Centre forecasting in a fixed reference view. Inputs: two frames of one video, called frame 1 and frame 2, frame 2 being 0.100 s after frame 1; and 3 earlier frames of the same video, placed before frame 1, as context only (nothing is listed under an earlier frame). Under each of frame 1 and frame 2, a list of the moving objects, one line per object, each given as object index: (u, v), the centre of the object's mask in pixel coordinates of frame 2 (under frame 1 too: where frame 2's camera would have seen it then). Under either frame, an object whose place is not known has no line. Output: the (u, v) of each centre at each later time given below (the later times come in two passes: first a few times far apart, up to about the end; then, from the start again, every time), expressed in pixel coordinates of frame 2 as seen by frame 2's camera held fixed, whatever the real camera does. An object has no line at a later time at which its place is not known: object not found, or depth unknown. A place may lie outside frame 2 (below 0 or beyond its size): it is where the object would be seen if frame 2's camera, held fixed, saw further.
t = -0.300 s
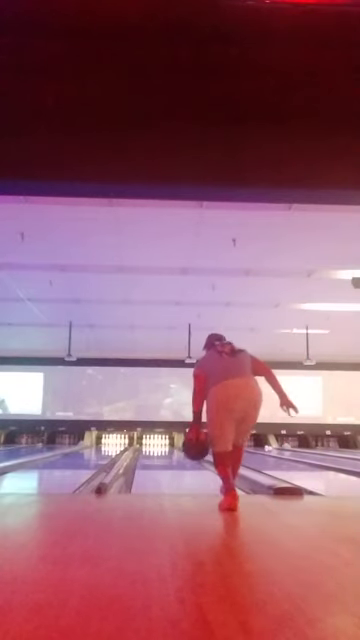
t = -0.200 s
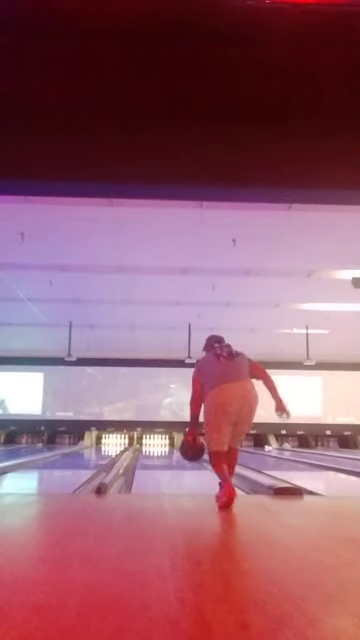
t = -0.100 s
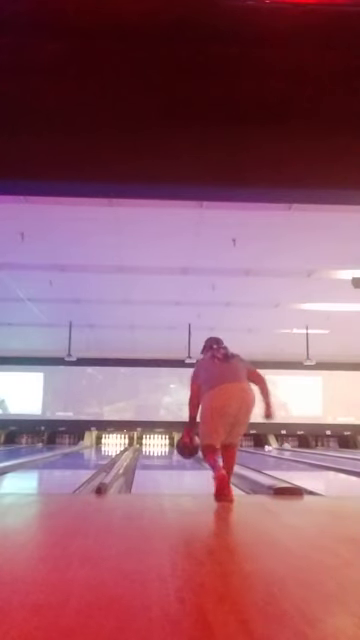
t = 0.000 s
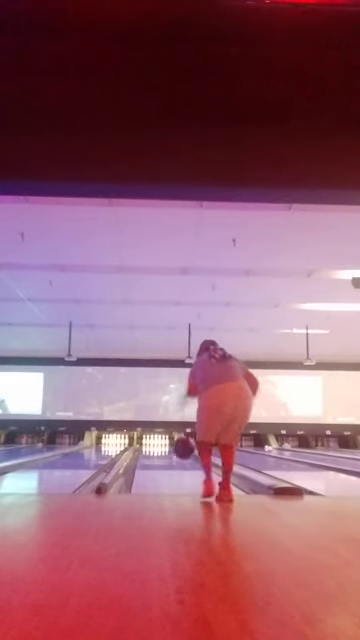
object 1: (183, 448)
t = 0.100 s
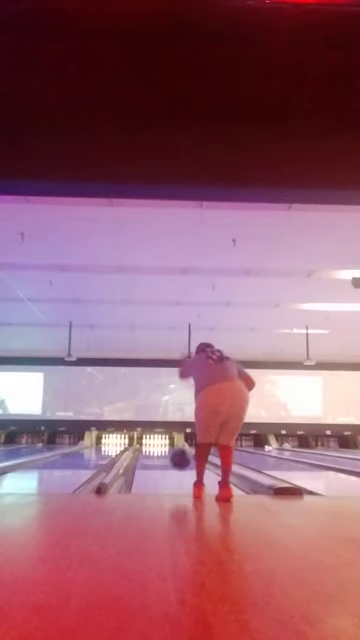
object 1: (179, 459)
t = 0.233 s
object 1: (176, 472)
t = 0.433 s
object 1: (171, 468)
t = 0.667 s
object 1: (167, 465)
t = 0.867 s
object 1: (165, 460)
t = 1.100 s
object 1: (162, 458)
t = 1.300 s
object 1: (160, 456)
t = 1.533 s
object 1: (159, 454)
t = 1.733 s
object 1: (158, 453)
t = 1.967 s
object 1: (156, 452)
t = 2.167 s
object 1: (155, 450)
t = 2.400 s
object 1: (154, 449)
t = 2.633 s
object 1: (153, 448)
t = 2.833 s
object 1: (153, 447)
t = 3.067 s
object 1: (152, 446)
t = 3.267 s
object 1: (152, 446)
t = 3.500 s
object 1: (151, 446)
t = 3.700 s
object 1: (151, 445)
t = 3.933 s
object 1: (151, 444)
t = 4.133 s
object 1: (151, 444)
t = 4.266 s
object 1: (151, 444)
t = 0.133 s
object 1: (179, 465)
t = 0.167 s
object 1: (178, 470)
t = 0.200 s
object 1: (177, 474)
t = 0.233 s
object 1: (176, 472)
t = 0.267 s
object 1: (175, 472)
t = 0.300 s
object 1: (174, 471)
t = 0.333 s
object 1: (173, 470)
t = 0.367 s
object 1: (173, 470)
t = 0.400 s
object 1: (172, 469)
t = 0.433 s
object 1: (171, 468)
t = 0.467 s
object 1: (171, 467)
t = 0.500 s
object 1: (170, 467)
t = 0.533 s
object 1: (170, 466)
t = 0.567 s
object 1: (169, 466)
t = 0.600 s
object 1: (168, 465)
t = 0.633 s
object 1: (167, 464)
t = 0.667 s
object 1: (167, 465)
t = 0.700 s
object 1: (167, 463)
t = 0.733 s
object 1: (166, 463)
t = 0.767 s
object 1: (166, 463)
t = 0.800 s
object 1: (165, 462)
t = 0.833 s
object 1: (165, 461)
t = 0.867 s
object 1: (165, 460)
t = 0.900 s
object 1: (164, 461)
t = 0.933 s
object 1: (164, 460)
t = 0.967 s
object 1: (163, 460)
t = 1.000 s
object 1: (163, 459)
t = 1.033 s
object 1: (162, 459)
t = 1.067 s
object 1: (162, 459)
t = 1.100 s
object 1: (162, 458)
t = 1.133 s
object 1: (162, 458)
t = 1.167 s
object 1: (161, 457)
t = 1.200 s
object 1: (161, 457)
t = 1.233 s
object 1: (161, 456)
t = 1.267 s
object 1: (161, 456)
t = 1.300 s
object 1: (160, 456)
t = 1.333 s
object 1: (160, 456)
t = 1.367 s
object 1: (160, 456)
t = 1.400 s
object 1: (159, 456)
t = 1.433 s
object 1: (159, 456)
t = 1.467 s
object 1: (158, 455)
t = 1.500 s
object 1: (158, 454)
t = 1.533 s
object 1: (159, 454)
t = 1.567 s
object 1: (158, 454)
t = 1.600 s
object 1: (158, 454)
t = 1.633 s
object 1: (158, 454)
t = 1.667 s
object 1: (158, 453)
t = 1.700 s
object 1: (158, 453)
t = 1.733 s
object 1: (158, 453)
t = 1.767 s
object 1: (157, 453)
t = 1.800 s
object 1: (157, 453)
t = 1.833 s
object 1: (157, 453)
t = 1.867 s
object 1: (157, 452)
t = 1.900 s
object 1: (157, 451)
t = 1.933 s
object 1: (157, 452)
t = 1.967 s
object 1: (156, 452)
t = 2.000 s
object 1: (157, 451)
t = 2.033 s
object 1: (157, 452)
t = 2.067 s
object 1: (156, 451)
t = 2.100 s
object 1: (156, 451)
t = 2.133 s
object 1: (156, 450)
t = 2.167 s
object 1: (155, 450)
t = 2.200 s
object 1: (155, 450)
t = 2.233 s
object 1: (155, 449)
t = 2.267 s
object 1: (155, 449)
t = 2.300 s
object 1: (154, 449)
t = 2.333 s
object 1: (154, 449)
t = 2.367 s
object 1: (154, 449)
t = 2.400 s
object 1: (154, 449)
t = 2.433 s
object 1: (154, 449)
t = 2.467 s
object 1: (154, 449)
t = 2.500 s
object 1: (154, 448)
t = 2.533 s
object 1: (153, 448)
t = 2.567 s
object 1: (153, 448)
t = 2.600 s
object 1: (153, 448)
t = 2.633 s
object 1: (153, 448)
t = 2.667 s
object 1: (153, 448)
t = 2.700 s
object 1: (153, 448)
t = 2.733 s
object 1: (153, 448)
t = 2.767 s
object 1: (153, 448)
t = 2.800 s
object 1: (153, 447)
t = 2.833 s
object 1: (153, 447)
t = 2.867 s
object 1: (153, 447)
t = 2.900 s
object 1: (153, 447)
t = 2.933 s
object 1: (152, 447)
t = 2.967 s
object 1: (152, 447)
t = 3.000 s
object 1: (152, 447)
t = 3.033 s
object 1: (152, 446)
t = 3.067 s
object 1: (152, 446)
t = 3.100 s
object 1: (152, 446)
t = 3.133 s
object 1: (152, 446)
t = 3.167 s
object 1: (152, 446)
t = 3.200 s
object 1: (152, 446)
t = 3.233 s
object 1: (151, 446)
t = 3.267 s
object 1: (152, 446)
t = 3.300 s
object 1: (151, 446)
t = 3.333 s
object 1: (152, 446)
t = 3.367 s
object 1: (151, 446)
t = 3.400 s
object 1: (152, 446)
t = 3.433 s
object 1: (152, 446)
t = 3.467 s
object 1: (152, 446)
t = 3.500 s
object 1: (151, 446)
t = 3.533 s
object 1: (152, 445)
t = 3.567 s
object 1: (151, 445)
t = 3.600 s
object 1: (151, 445)
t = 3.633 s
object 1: (151, 445)
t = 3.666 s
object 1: (151, 445)
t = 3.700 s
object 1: (151, 445)
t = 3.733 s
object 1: (151, 445)
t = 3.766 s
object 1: (151, 444)
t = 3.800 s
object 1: (151, 444)
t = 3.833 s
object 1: (151, 444)
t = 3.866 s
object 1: (151, 444)
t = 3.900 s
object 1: (151, 444)
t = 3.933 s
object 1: (151, 444)
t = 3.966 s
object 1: (151, 444)
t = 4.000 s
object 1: (151, 444)
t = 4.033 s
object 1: (151, 444)
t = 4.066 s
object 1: (151, 444)
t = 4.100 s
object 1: (151, 444)
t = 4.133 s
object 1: (151, 444)
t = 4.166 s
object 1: (151, 444)
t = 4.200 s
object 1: (151, 444)
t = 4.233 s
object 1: (151, 444)
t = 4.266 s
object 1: (151, 444)
